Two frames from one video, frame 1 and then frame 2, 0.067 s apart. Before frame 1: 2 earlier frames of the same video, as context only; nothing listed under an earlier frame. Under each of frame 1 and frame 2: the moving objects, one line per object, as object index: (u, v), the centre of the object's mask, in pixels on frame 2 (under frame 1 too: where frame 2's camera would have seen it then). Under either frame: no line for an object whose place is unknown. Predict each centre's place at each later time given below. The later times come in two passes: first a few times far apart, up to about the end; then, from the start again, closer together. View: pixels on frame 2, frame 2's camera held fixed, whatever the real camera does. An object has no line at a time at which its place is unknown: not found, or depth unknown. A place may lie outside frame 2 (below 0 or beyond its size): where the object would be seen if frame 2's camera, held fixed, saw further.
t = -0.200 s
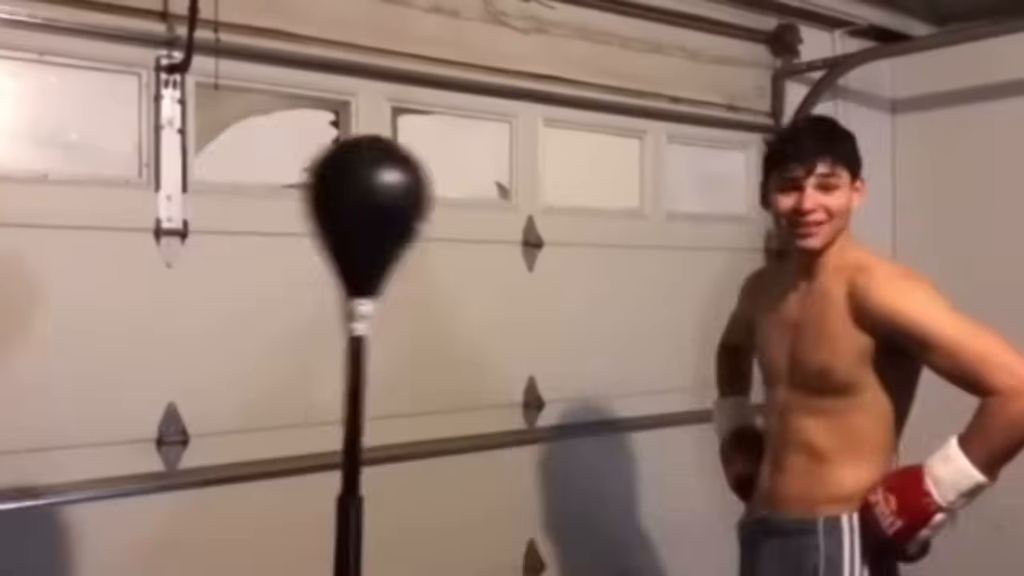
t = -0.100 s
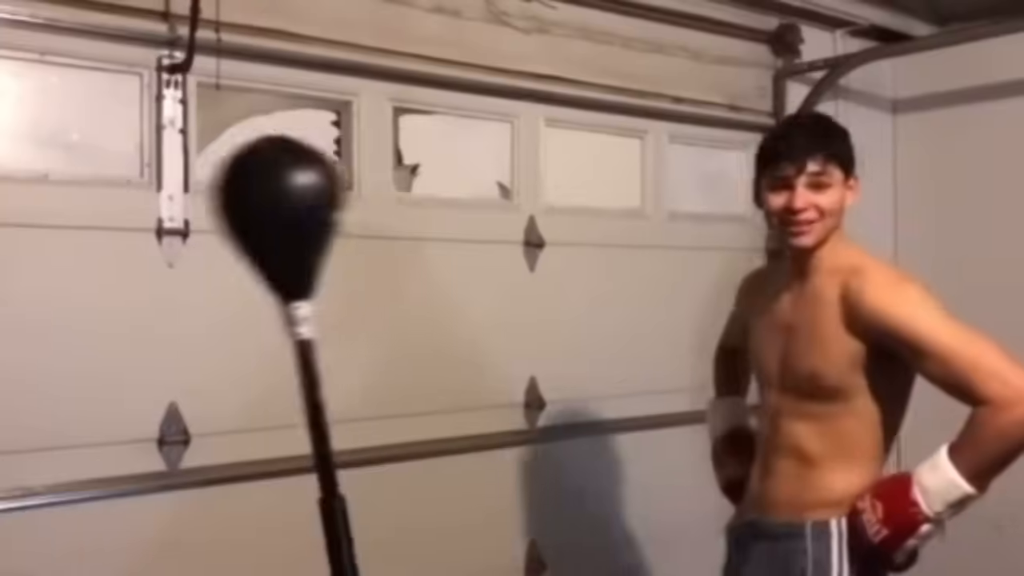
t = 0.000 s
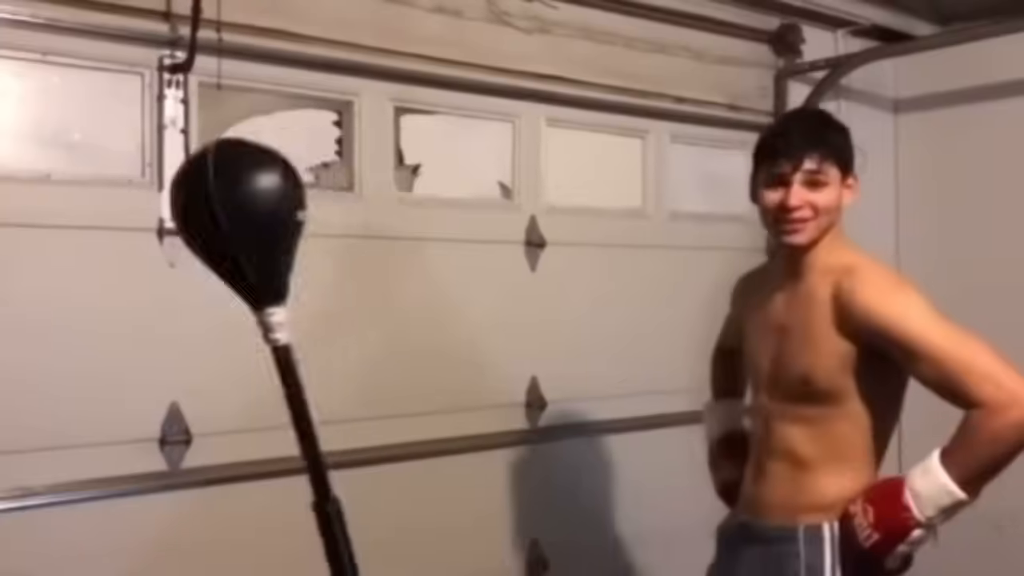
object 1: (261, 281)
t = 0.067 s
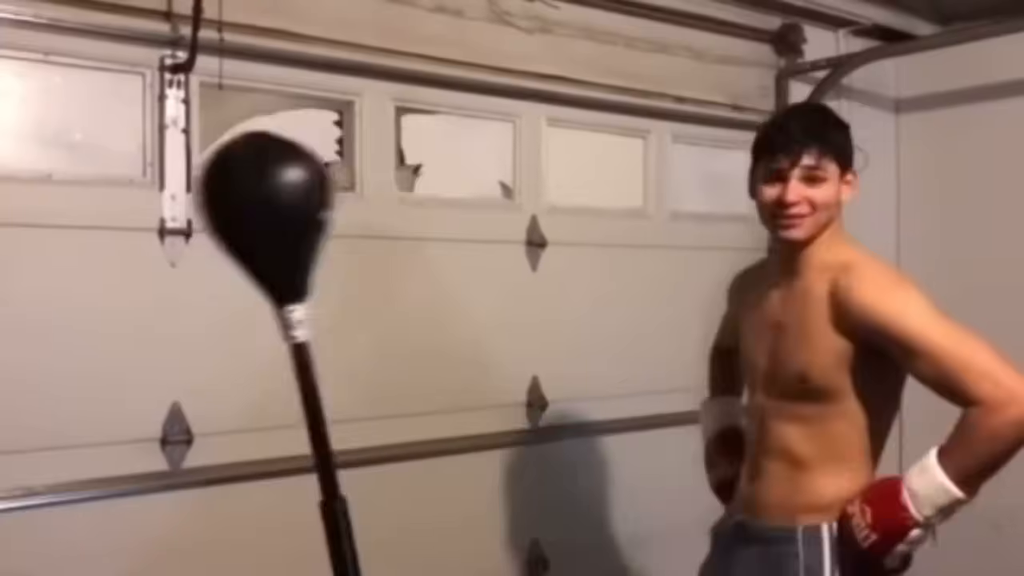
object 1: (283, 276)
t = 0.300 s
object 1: (401, 280)
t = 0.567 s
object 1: (270, 280)
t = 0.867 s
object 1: (397, 276)
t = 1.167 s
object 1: (274, 281)
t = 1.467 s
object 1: (394, 275)
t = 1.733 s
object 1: (287, 281)
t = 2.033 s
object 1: (383, 275)
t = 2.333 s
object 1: (292, 285)
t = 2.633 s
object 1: (379, 277)
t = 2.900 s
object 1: (308, 283)
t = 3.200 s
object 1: (363, 278)
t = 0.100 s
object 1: (304, 275)
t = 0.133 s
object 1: (328, 273)
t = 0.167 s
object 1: (353, 273)
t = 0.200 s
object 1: (374, 275)
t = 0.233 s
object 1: (391, 278)
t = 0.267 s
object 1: (400, 280)
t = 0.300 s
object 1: (401, 280)
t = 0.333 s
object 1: (394, 281)
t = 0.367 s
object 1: (381, 280)
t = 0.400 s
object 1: (362, 279)
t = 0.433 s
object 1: (340, 279)
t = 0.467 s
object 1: (318, 281)
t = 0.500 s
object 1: (297, 282)
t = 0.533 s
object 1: (280, 280)
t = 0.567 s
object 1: (270, 280)
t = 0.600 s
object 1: (268, 279)
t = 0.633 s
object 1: (274, 278)
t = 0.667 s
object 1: (289, 276)
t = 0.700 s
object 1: (308, 274)
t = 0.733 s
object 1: (331, 273)
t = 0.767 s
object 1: (354, 275)
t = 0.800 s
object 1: (374, 272)
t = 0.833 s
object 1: (389, 275)
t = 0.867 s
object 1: (397, 276)
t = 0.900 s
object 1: (398, 279)
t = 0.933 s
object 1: (391, 277)
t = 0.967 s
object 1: (377, 278)
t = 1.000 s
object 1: (359, 276)
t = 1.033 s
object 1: (338, 277)
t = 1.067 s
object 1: (317, 278)
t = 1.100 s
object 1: (298, 280)
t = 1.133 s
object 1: (283, 281)
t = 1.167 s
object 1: (274, 281)
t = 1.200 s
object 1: (273, 279)
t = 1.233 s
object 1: (279, 277)
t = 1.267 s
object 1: (293, 274)
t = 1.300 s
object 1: (312, 274)
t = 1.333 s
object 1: (333, 274)
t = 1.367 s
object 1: (354, 271)
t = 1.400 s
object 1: (372, 272)
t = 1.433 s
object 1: (387, 277)
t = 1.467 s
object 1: (394, 275)
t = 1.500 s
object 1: (395, 275)
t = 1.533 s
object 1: (387, 280)
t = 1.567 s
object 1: (375, 275)
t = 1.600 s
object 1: (358, 276)
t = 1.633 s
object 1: (338, 274)
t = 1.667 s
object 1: (319, 278)
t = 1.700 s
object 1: (301, 280)
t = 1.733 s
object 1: (287, 281)
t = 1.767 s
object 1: (279, 282)
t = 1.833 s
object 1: (284, 280)
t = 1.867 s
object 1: (297, 279)
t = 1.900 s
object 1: (314, 277)
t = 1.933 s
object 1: (334, 275)
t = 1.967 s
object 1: (353, 272)
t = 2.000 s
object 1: (370, 273)
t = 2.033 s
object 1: (383, 275)
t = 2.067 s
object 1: (390, 278)
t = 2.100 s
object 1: (390, 279)
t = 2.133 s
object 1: (385, 279)
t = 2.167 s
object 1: (373, 278)
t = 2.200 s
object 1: (358, 278)
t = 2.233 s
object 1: (340, 278)
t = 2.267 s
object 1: (322, 282)
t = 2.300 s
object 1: (305, 283)
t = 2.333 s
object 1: (292, 285)
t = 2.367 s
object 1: (284, 282)
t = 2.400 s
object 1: (283, 284)
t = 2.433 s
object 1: (288, 280)
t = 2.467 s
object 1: (300, 282)
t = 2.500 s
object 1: (315, 280)
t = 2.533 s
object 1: (332, 280)
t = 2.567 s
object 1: (350, 279)
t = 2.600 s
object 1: (367, 276)
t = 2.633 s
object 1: (379, 277)
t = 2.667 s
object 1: (386, 279)
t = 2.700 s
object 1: (387, 280)
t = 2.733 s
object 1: (382, 282)
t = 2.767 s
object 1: (372, 281)
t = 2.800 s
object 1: (357, 280)
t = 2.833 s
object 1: (341, 281)
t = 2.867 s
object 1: (324, 283)
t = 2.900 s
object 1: (308, 283)
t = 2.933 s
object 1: (296, 284)
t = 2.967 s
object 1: (288, 284)
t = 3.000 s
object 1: (287, 284)
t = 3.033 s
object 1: (291, 282)
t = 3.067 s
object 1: (301, 282)
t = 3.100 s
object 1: (315, 280)
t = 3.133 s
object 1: (331, 280)
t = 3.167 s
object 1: (348, 277)
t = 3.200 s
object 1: (363, 278)
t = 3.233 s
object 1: (375, 278)
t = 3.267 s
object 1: (383, 279)
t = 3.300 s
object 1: (384, 279)
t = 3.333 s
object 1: (381, 279)
